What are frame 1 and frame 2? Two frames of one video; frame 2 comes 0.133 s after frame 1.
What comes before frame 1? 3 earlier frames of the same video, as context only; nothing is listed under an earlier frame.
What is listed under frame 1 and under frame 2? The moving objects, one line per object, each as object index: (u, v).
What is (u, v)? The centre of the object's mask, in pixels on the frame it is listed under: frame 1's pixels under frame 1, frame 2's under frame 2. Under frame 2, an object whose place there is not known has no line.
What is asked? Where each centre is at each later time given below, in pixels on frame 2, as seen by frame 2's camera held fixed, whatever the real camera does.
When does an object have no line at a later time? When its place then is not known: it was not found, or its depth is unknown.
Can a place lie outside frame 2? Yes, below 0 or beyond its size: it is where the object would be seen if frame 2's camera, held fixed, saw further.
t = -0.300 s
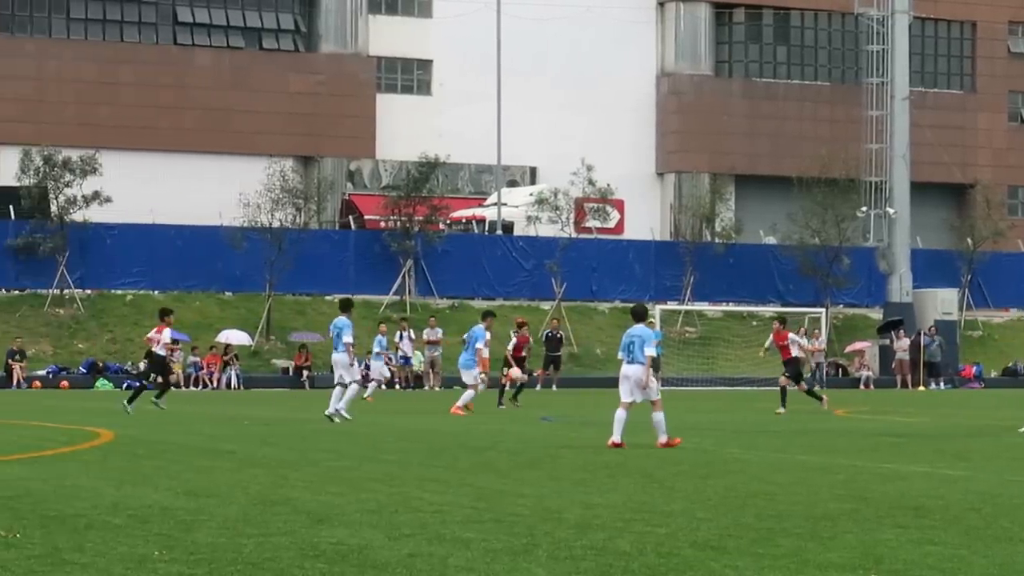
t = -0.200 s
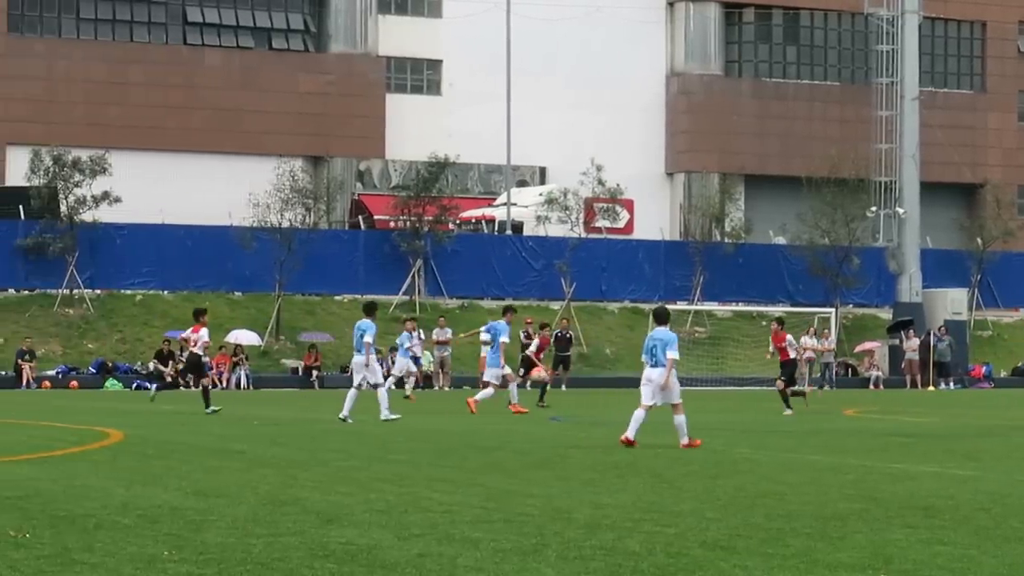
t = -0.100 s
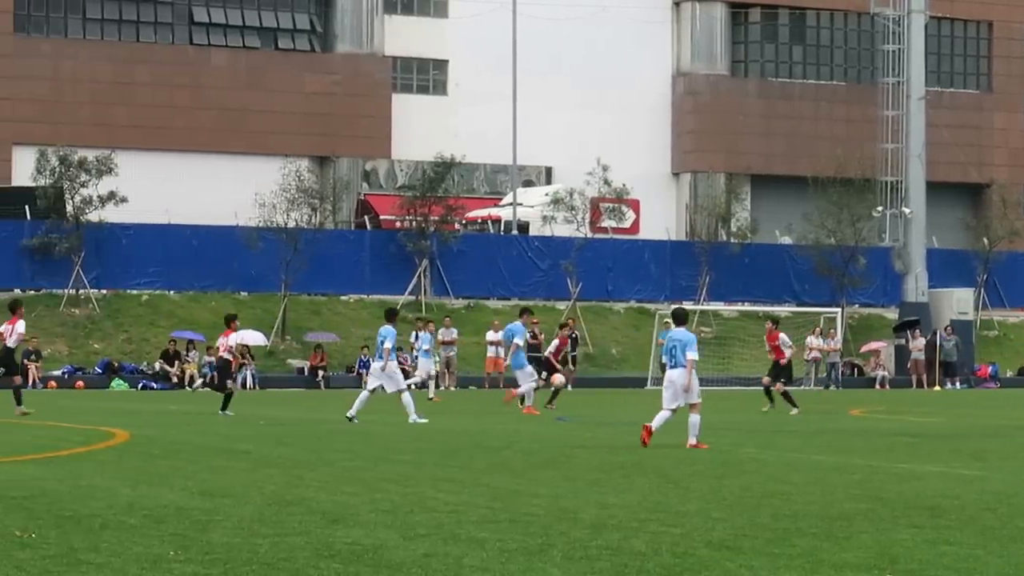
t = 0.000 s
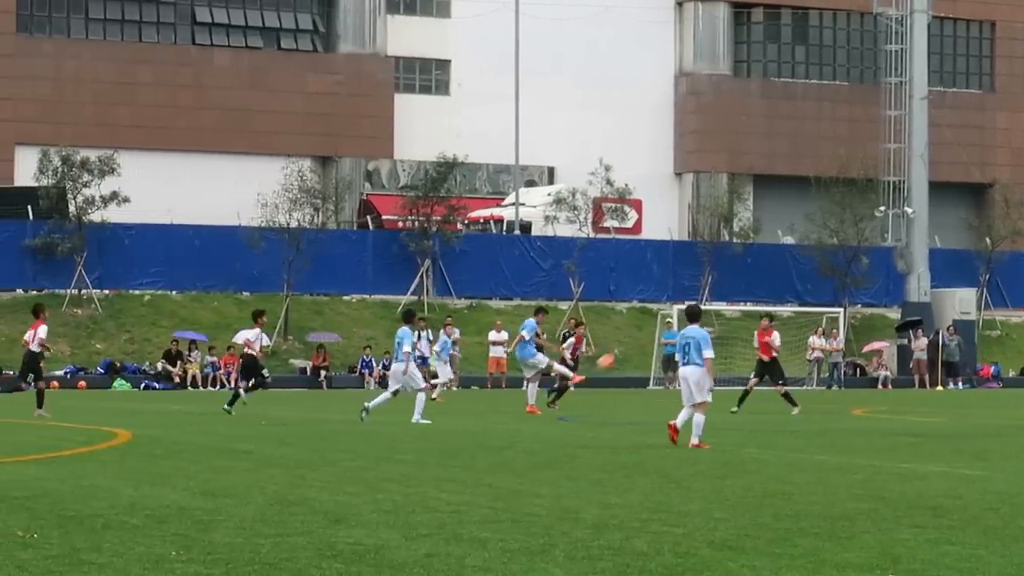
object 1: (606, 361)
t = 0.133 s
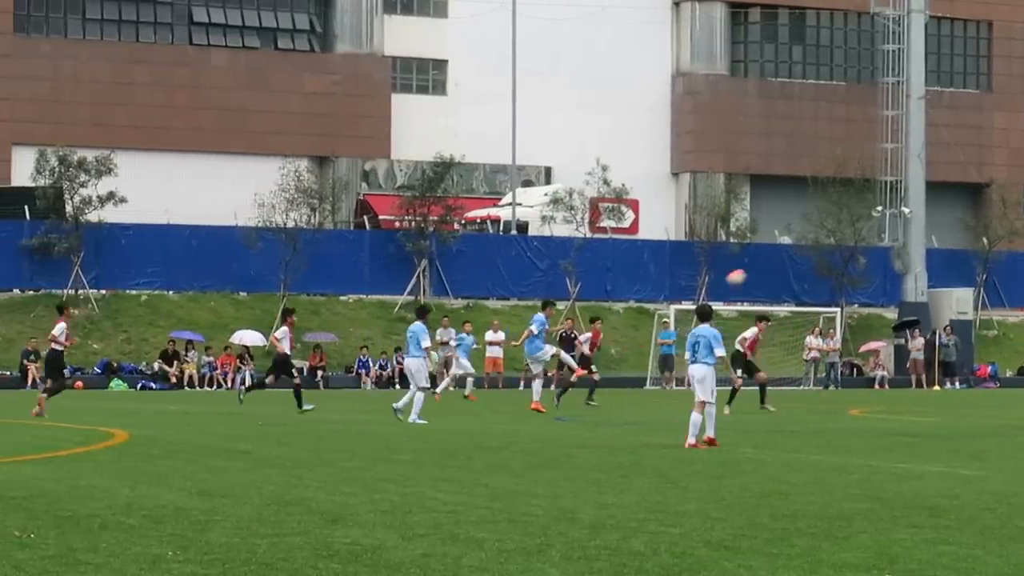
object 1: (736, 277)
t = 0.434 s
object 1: (1015, 152)
